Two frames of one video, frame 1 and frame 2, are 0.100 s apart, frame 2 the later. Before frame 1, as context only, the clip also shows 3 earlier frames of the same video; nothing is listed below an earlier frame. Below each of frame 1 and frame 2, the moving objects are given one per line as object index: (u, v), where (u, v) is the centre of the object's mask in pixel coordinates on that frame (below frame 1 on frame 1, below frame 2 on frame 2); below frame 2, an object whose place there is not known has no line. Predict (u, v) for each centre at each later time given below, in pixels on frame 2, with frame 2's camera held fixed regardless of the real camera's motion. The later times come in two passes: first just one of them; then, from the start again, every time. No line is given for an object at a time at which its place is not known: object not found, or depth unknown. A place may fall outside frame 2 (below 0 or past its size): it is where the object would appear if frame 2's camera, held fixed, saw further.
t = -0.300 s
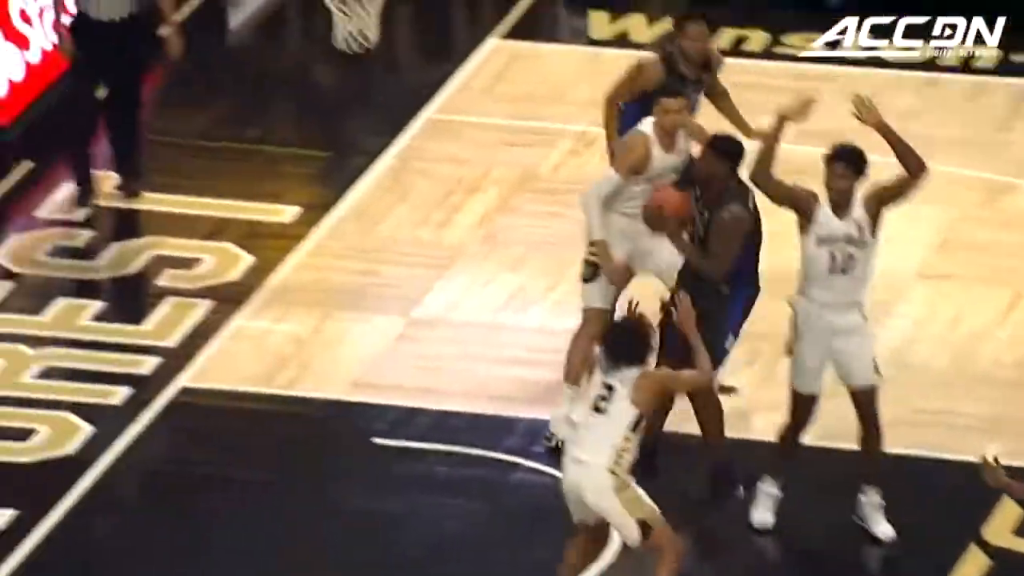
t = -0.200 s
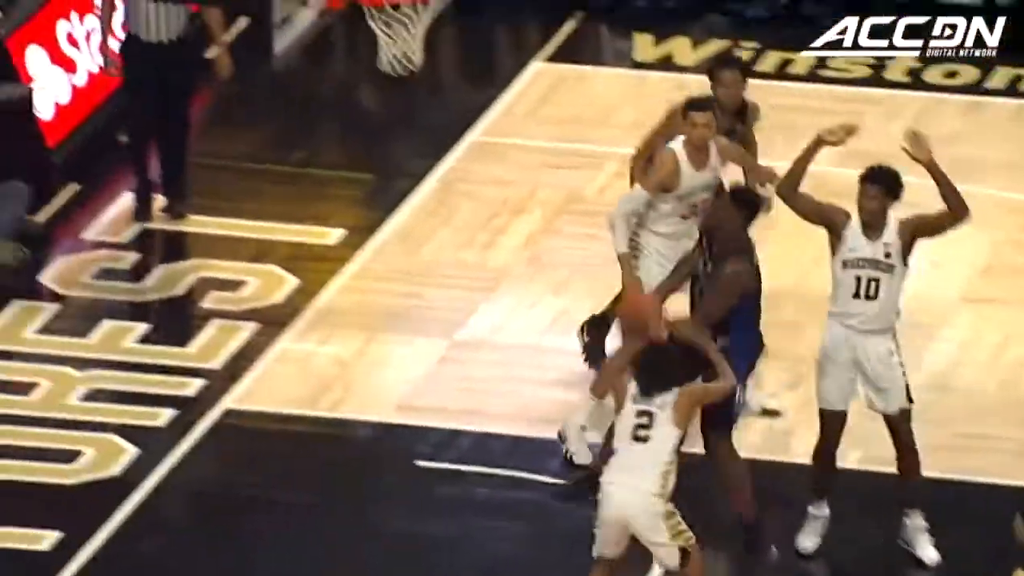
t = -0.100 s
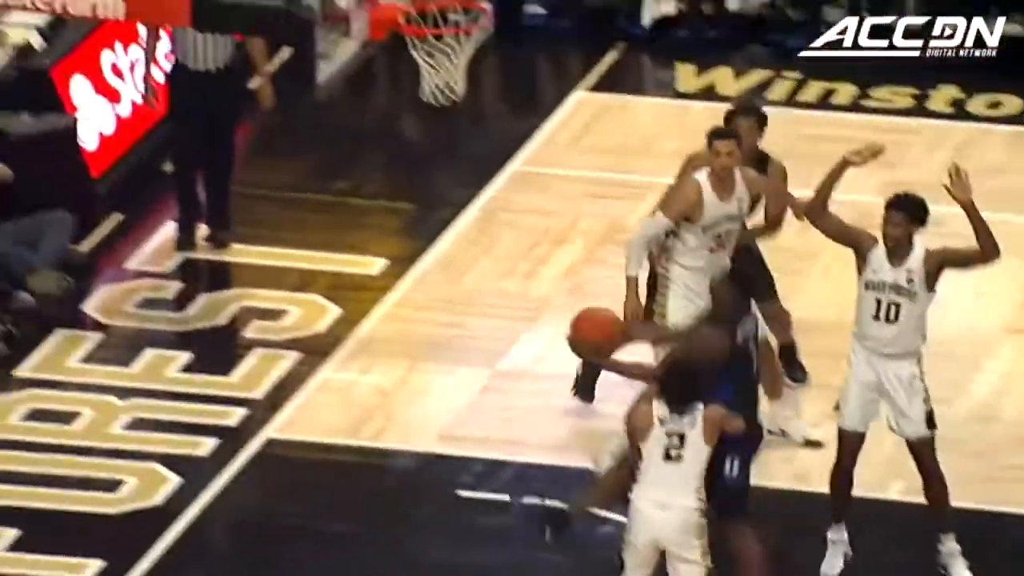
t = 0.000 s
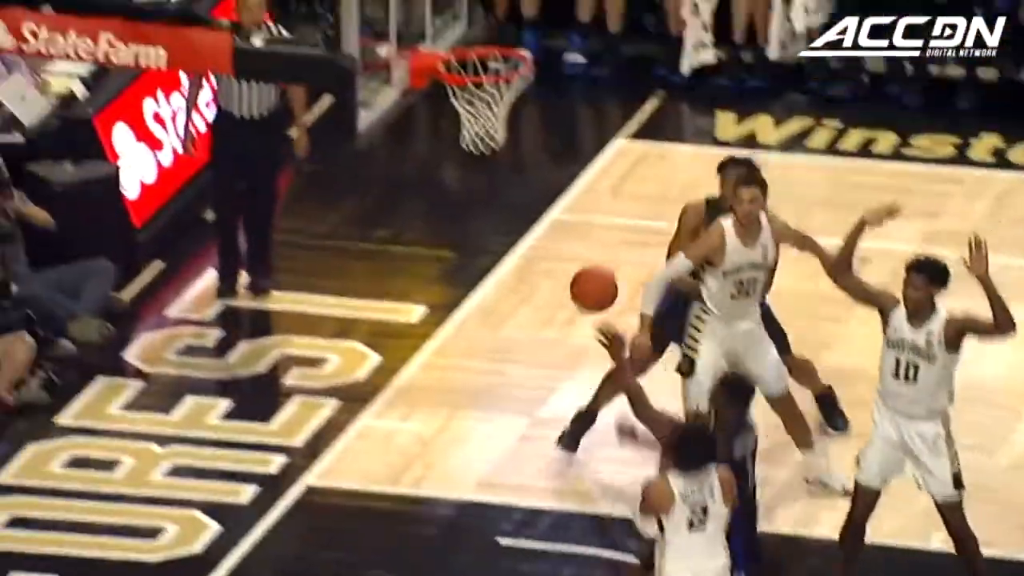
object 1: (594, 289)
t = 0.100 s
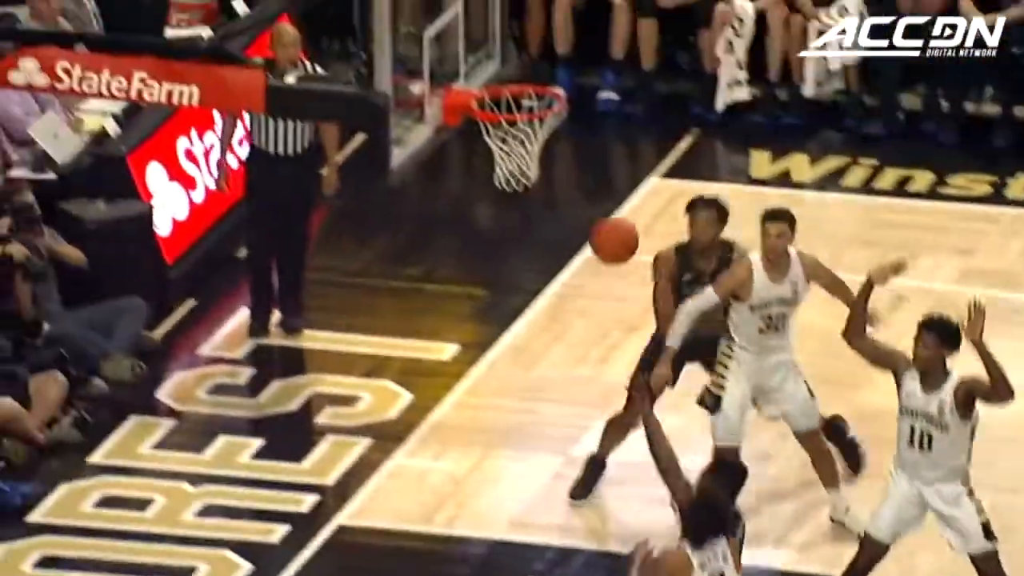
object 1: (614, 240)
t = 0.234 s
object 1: (597, 155)
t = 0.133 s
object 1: (609, 213)
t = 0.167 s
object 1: (605, 191)
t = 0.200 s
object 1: (602, 171)
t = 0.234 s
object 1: (597, 155)
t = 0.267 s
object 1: (592, 138)
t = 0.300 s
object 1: (589, 124)
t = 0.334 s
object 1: (585, 111)
